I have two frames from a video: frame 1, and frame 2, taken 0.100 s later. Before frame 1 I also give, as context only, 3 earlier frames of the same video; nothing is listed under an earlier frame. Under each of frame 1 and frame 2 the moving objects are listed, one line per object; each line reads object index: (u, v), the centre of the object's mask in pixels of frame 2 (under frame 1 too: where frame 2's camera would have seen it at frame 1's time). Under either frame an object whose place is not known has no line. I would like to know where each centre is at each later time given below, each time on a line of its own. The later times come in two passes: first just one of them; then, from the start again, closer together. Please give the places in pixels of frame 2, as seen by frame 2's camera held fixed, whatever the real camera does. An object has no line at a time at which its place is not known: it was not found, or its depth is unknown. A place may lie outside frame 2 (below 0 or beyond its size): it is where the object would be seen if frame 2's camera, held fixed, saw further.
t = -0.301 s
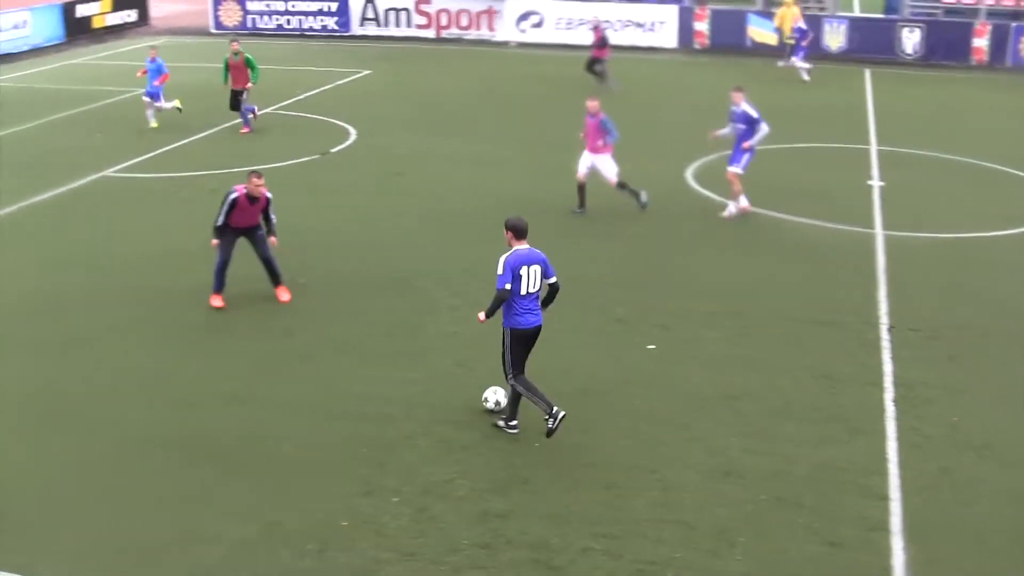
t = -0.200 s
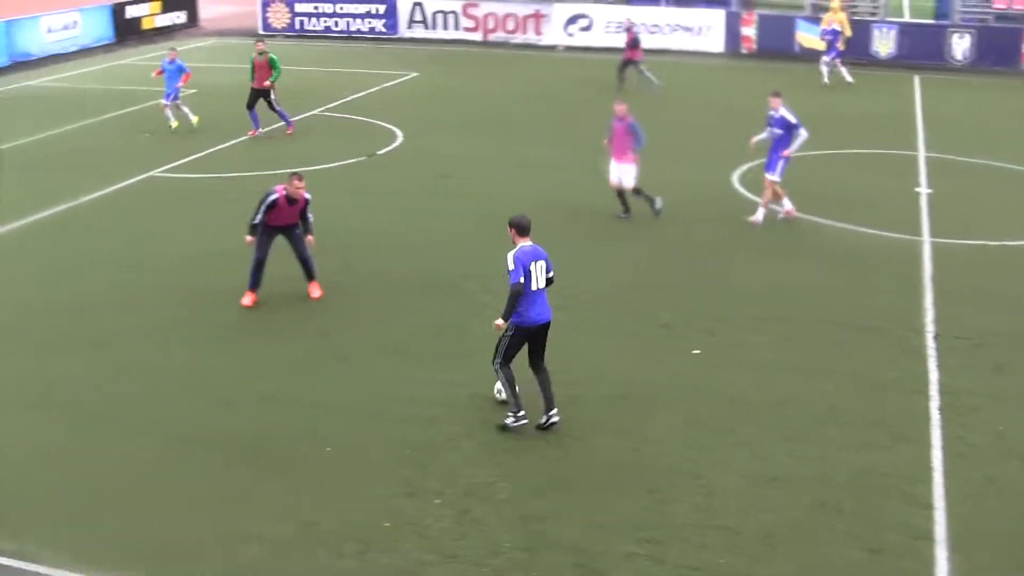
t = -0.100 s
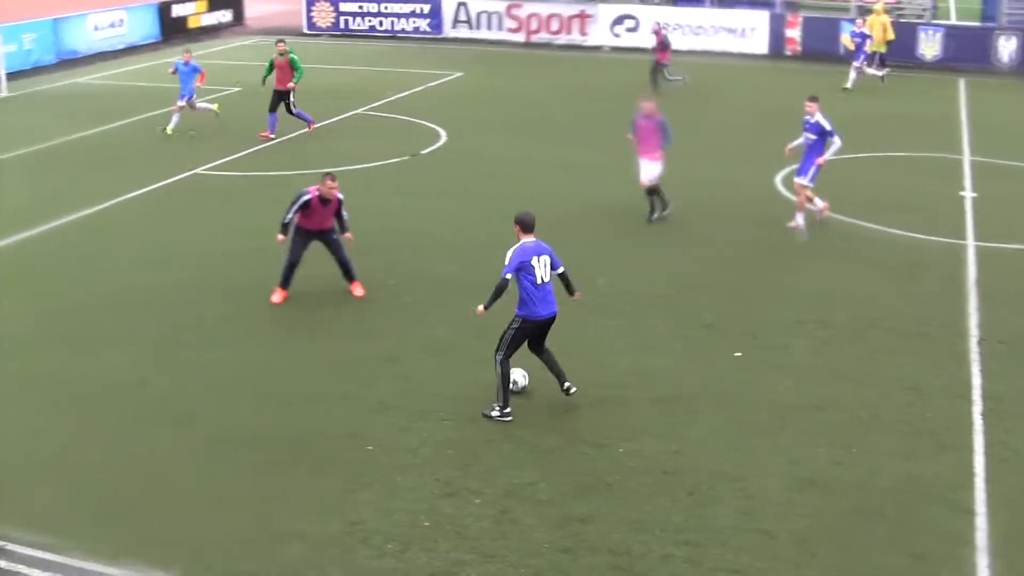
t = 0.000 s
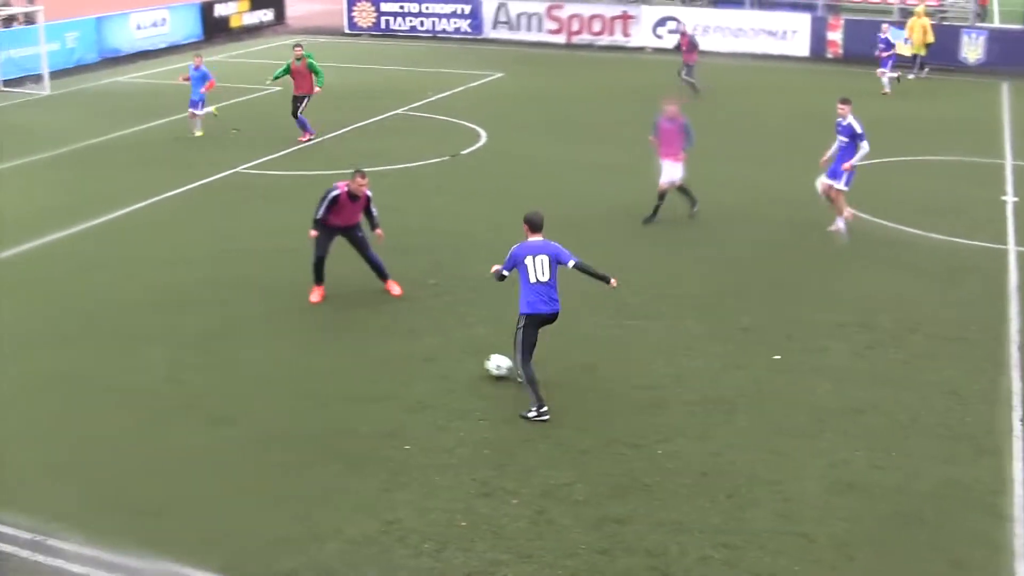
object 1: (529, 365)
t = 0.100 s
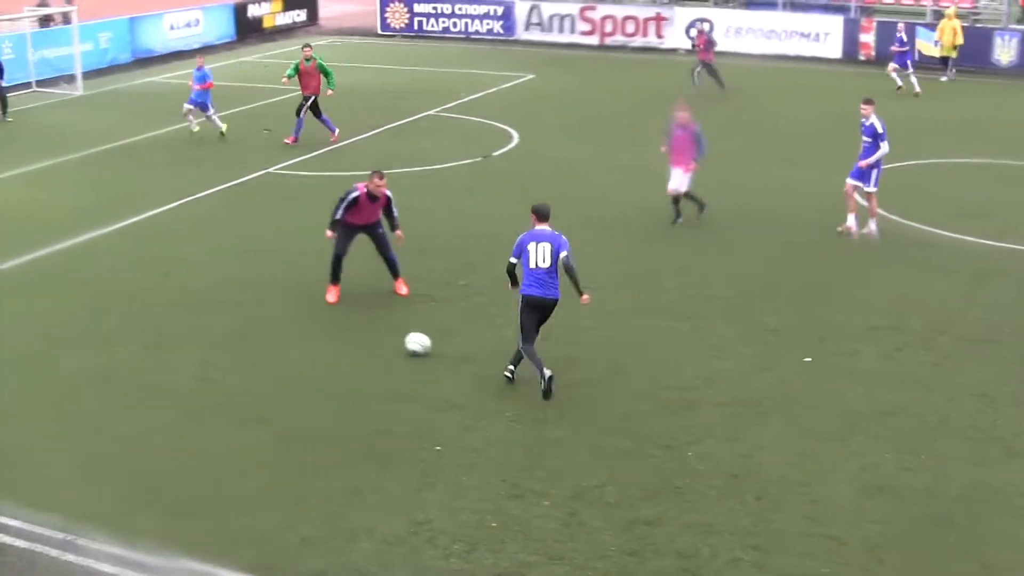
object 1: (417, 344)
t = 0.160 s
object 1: (359, 332)
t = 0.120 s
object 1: (398, 340)
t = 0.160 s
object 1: (359, 332)
